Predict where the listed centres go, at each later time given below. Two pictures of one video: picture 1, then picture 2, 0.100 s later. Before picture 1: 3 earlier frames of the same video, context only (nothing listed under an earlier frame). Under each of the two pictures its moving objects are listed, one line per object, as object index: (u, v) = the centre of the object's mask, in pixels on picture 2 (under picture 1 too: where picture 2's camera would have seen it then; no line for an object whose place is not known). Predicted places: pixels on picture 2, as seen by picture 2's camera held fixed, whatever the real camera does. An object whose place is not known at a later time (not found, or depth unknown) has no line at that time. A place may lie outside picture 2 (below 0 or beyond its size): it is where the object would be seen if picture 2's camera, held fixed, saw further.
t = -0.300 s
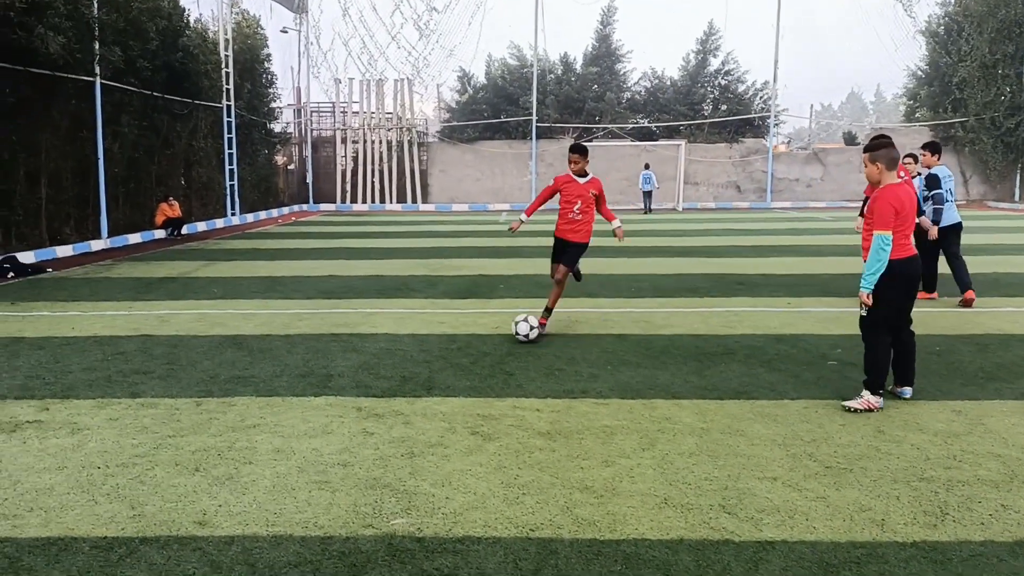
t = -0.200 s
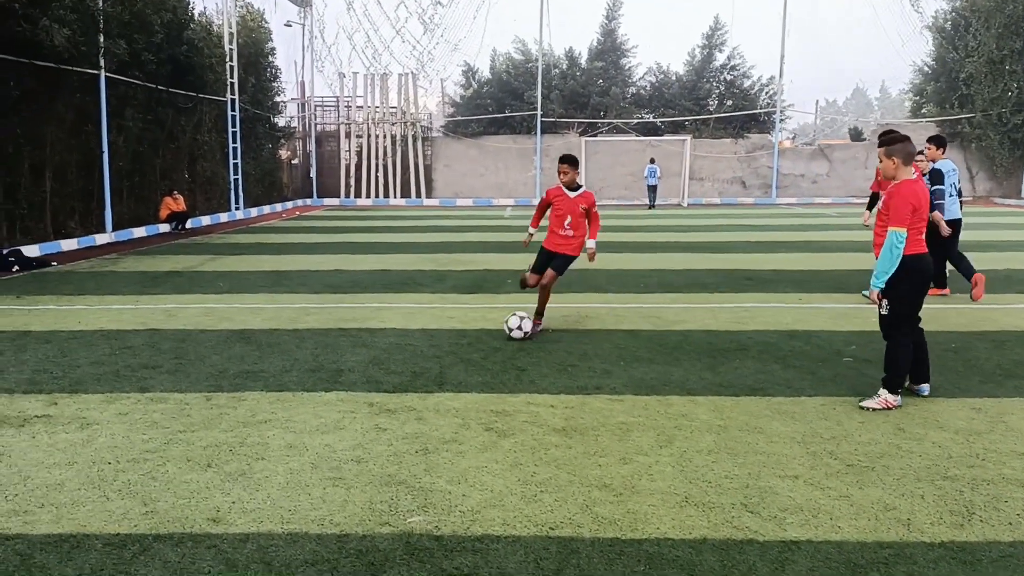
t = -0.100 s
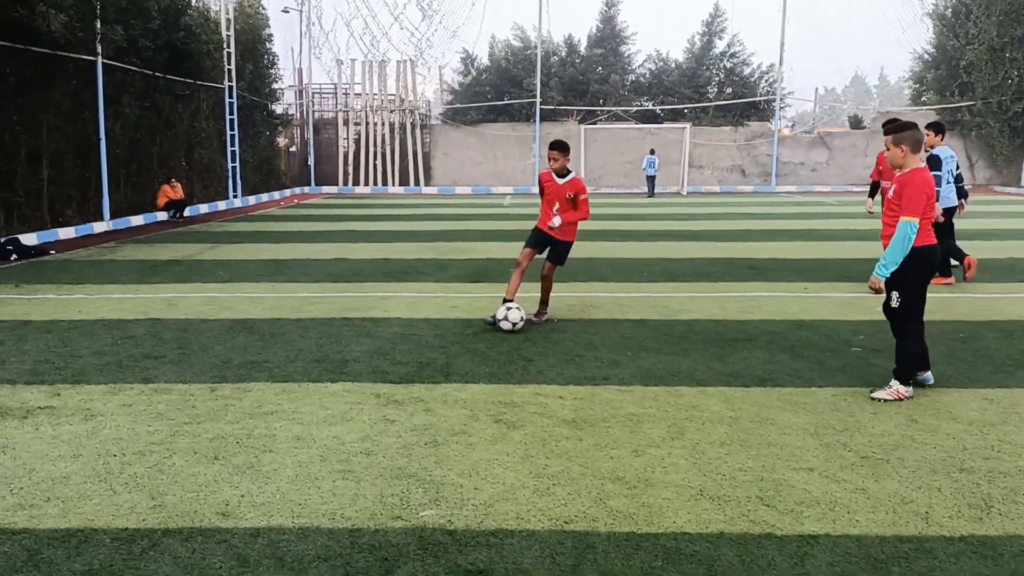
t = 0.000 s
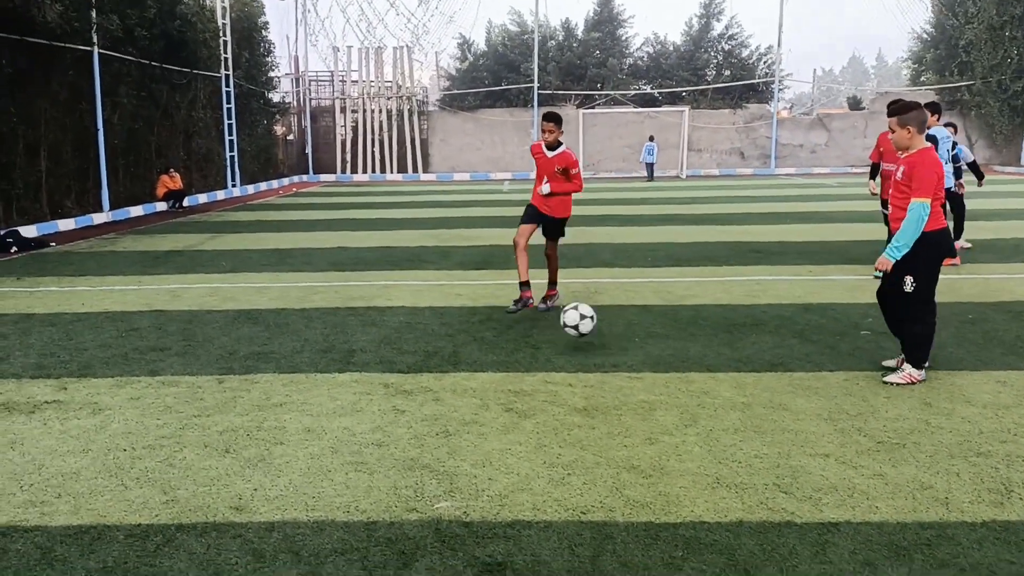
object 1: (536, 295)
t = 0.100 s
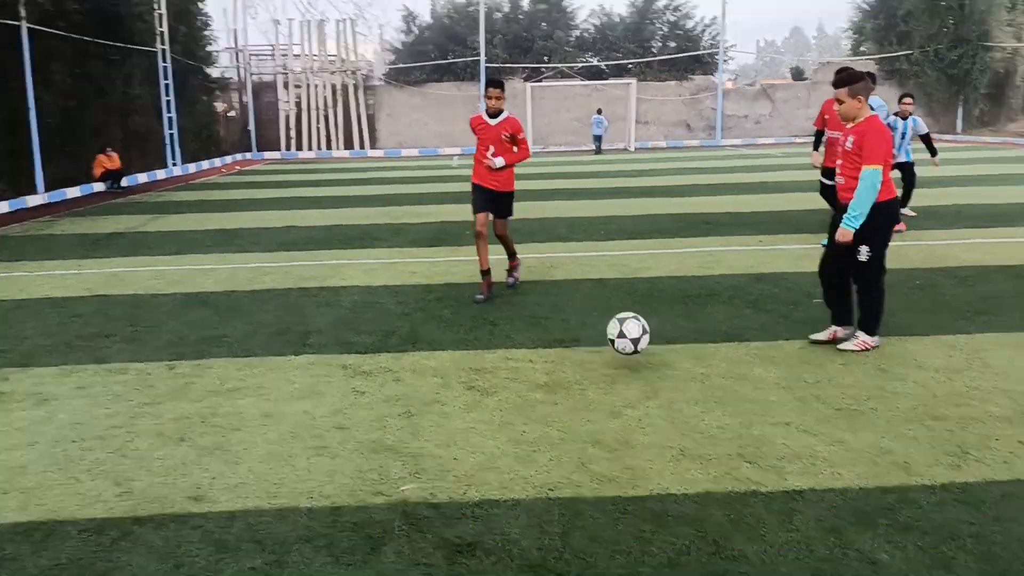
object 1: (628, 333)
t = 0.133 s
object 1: (668, 354)
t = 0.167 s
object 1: (714, 380)
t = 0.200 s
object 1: (762, 404)
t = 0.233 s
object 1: (811, 413)
